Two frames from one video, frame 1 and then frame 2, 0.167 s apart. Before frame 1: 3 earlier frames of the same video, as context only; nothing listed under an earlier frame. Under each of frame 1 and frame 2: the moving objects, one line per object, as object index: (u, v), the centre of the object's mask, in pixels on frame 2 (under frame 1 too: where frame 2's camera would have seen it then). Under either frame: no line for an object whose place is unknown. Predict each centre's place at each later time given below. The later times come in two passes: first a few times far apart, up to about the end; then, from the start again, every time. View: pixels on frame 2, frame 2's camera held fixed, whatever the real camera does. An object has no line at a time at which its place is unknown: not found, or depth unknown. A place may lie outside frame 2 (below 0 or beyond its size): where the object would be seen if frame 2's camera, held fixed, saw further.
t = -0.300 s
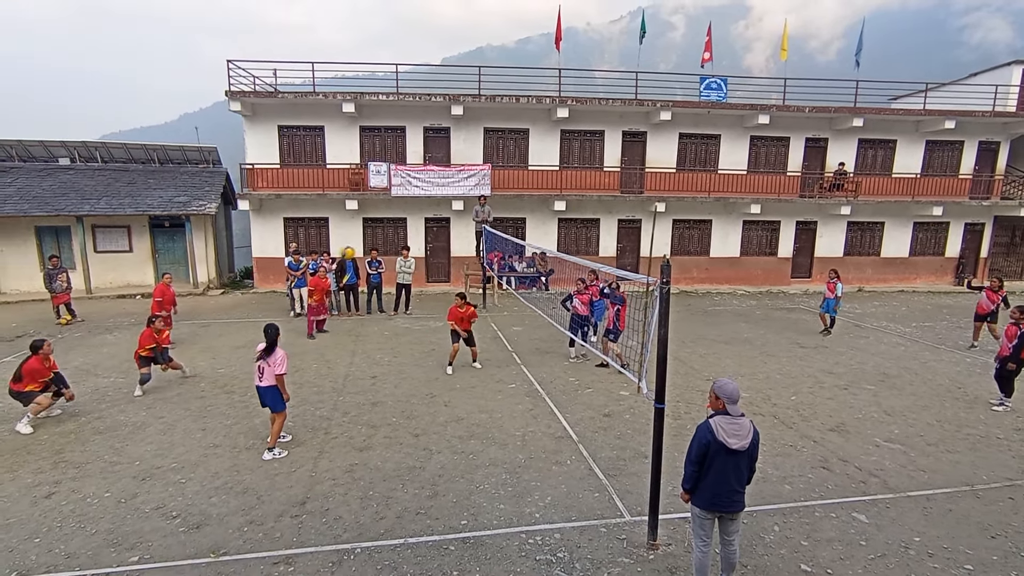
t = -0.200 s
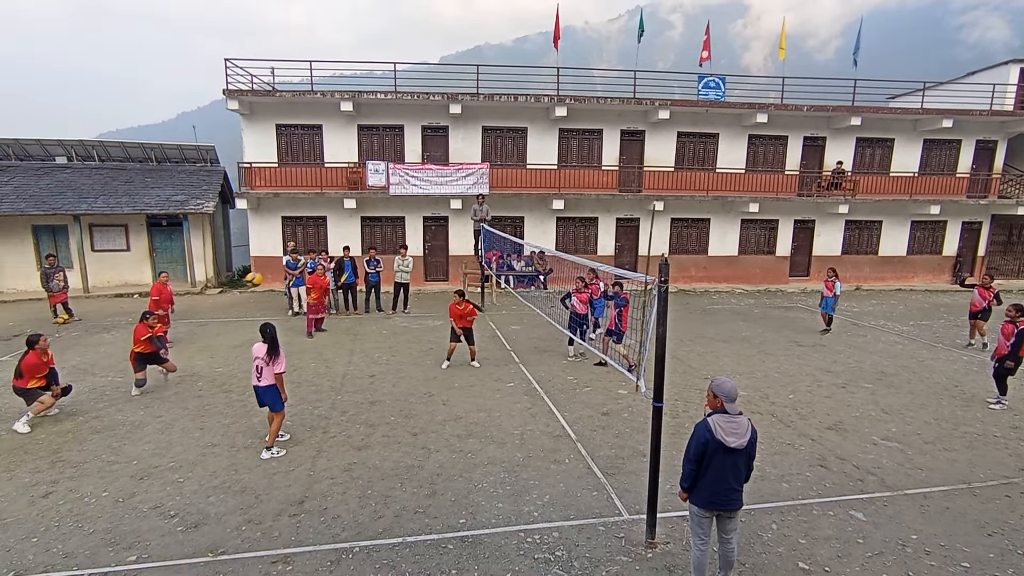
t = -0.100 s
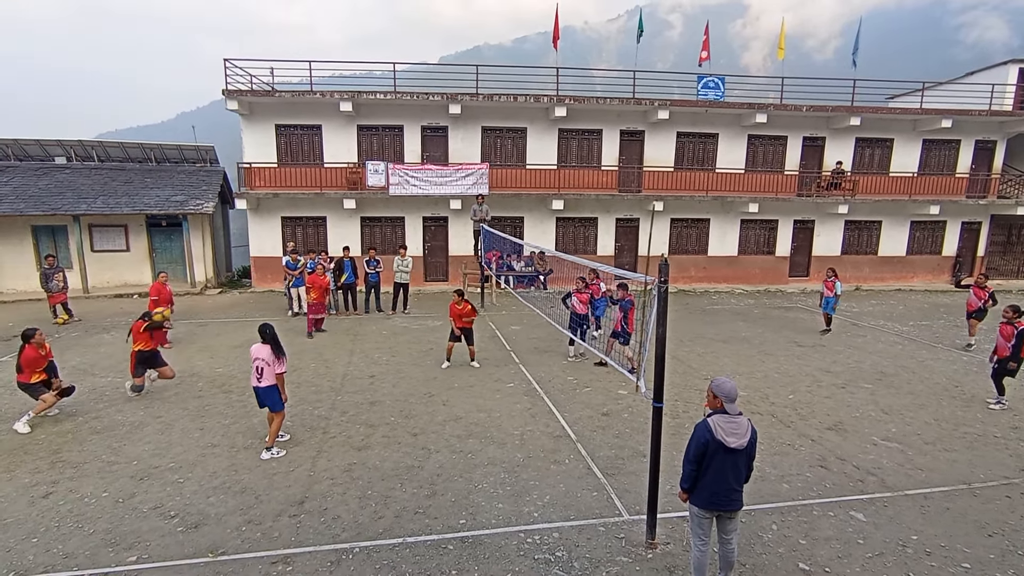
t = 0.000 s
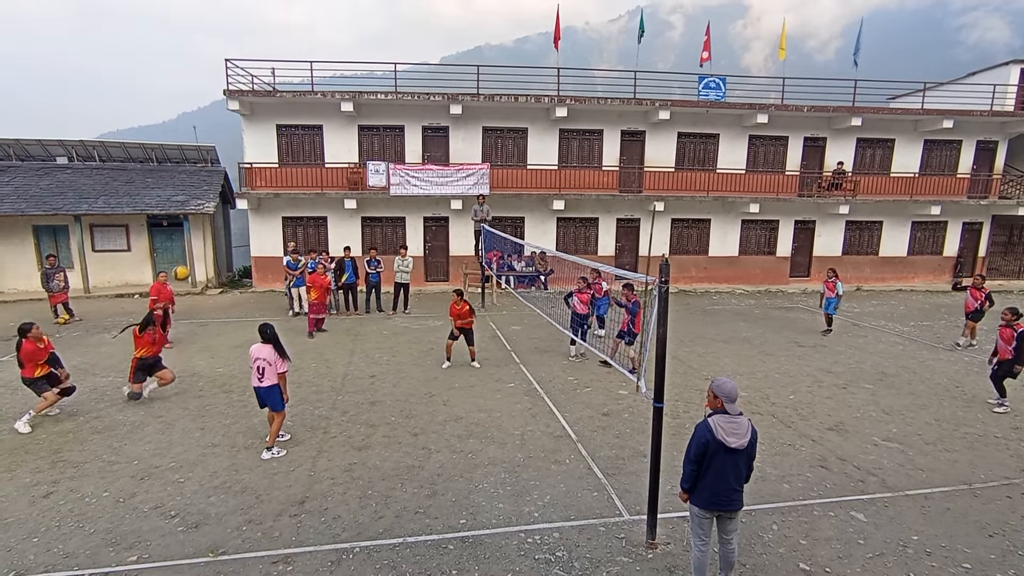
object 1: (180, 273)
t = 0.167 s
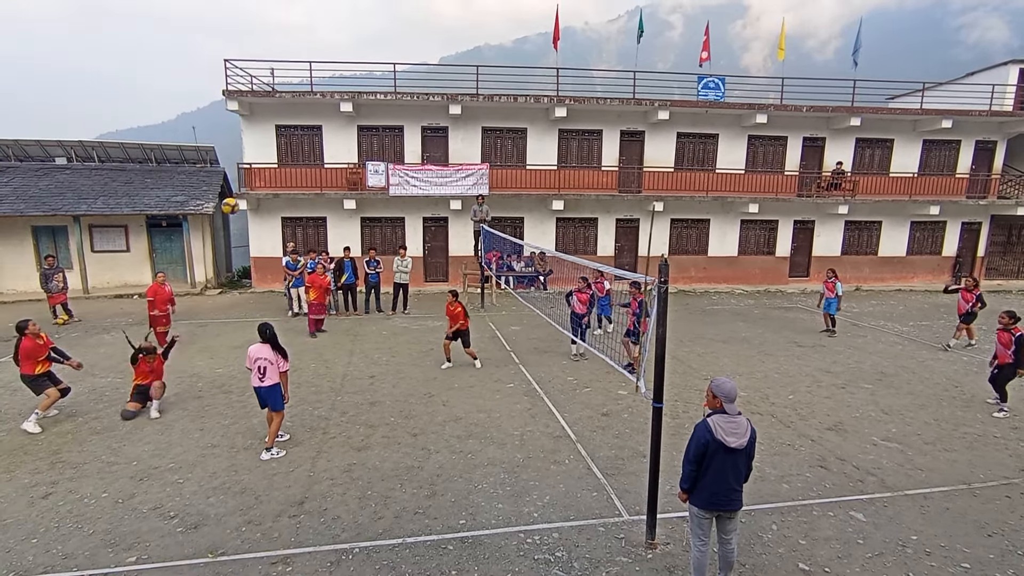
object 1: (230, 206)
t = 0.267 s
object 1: (262, 173)
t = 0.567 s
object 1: (368, 114)
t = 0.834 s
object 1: (469, 122)
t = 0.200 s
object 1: (241, 194)
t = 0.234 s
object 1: (251, 183)
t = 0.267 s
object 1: (262, 173)
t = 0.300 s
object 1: (273, 163)
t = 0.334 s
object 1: (285, 154)
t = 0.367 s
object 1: (296, 146)
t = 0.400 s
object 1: (308, 138)
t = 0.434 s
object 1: (320, 132)
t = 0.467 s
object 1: (332, 127)
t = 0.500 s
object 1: (344, 122)
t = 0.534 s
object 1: (356, 118)
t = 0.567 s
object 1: (368, 114)
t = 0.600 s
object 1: (380, 112)
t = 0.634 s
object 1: (392, 111)
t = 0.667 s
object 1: (405, 111)
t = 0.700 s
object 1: (418, 111)
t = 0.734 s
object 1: (431, 112)
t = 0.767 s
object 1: (443, 115)
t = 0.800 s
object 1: (456, 119)
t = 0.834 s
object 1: (469, 122)
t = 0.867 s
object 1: (482, 127)
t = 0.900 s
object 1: (494, 133)
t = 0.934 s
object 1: (507, 141)
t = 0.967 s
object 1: (520, 149)
